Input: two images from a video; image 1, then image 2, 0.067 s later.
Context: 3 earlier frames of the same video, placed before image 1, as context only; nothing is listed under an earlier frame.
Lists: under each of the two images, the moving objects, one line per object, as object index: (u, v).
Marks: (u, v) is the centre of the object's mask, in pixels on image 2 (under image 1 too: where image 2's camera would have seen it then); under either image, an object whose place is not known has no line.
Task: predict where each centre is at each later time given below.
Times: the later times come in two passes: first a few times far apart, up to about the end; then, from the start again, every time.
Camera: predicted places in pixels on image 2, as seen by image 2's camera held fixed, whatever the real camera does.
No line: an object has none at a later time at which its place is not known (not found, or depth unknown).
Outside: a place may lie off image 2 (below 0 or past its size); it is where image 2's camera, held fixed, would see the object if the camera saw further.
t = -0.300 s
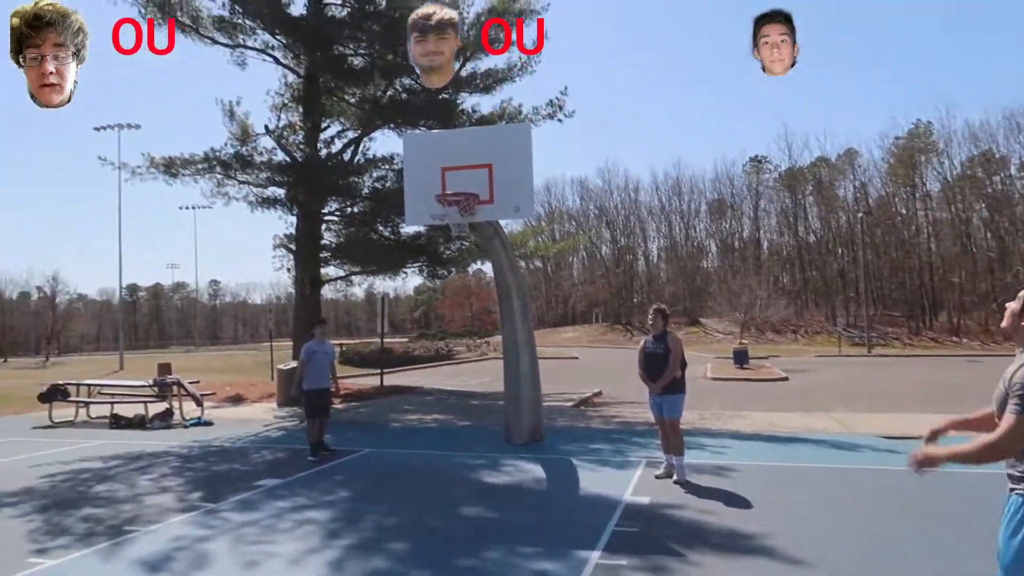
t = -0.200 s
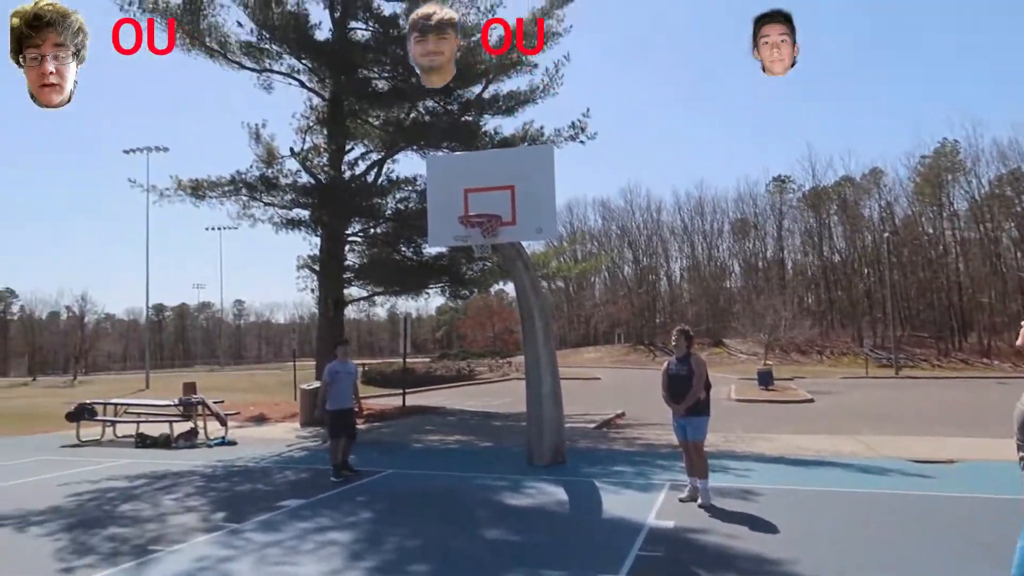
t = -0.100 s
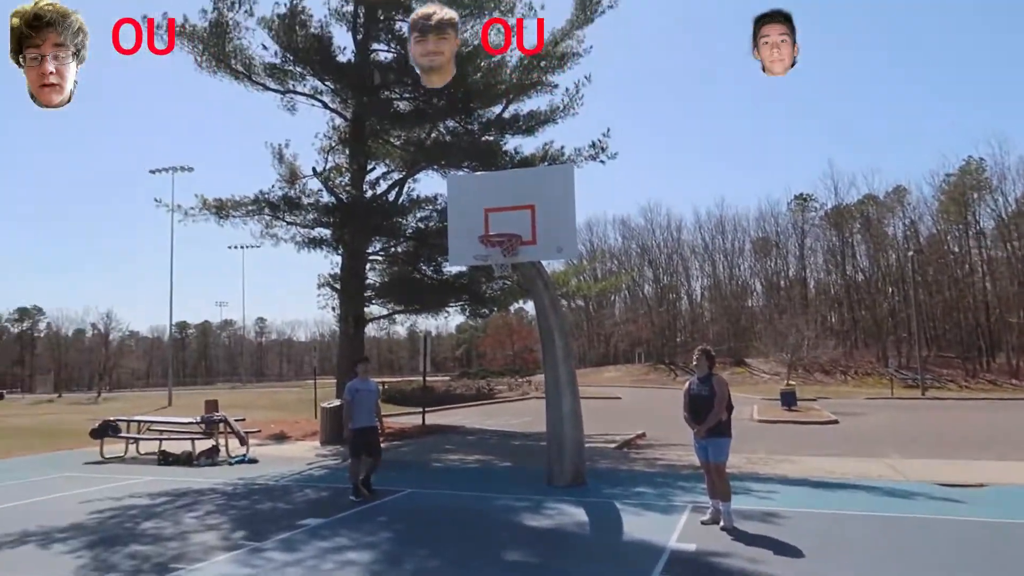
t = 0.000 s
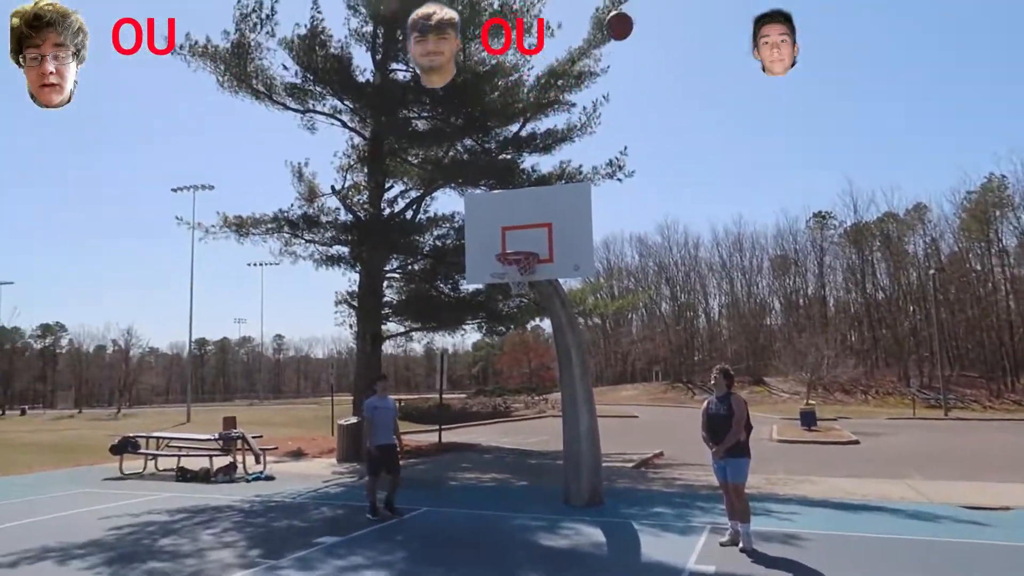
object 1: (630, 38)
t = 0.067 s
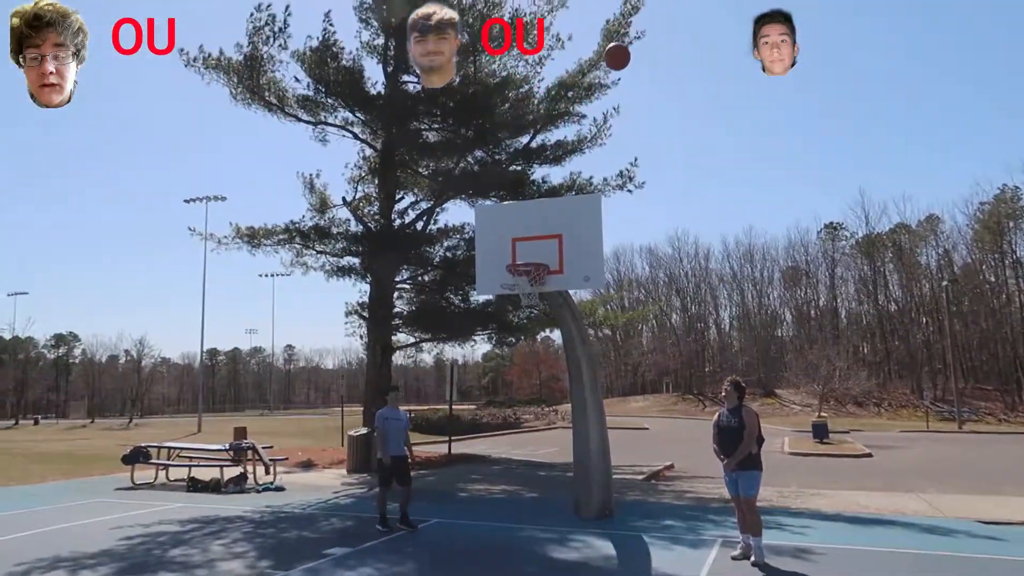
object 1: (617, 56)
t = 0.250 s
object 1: (590, 121)
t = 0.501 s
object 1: (563, 237)
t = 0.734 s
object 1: (609, 300)
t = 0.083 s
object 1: (614, 61)
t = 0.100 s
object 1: (611, 67)
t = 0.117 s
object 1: (609, 72)
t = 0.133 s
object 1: (606, 78)
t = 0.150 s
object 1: (604, 84)
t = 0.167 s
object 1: (602, 90)
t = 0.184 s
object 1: (599, 95)
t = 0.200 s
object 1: (596, 102)
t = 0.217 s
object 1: (594, 108)
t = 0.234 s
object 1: (592, 115)
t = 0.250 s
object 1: (590, 121)
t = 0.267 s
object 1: (587, 128)
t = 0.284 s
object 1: (586, 135)
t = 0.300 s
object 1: (584, 142)
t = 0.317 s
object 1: (583, 150)
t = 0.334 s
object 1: (580, 157)
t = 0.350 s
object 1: (578, 164)
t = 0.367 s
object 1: (576, 172)
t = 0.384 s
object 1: (574, 179)
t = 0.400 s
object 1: (572, 187)
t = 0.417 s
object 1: (571, 195)
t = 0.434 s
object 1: (569, 203)
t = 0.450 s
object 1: (567, 212)
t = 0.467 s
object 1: (565, 220)
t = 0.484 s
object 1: (564, 228)
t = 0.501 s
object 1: (563, 237)
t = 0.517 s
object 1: (560, 246)
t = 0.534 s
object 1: (559, 255)
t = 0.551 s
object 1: (558, 263)
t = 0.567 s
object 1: (563, 266)
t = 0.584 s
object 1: (570, 270)
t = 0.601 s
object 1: (575, 274)
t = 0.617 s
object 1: (581, 278)
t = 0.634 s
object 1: (586, 282)
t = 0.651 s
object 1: (591, 285)
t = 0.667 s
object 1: (594, 287)
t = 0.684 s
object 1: (598, 290)
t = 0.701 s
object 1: (602, 293)
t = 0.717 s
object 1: (606, 296)
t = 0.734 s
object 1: (609, 300)
